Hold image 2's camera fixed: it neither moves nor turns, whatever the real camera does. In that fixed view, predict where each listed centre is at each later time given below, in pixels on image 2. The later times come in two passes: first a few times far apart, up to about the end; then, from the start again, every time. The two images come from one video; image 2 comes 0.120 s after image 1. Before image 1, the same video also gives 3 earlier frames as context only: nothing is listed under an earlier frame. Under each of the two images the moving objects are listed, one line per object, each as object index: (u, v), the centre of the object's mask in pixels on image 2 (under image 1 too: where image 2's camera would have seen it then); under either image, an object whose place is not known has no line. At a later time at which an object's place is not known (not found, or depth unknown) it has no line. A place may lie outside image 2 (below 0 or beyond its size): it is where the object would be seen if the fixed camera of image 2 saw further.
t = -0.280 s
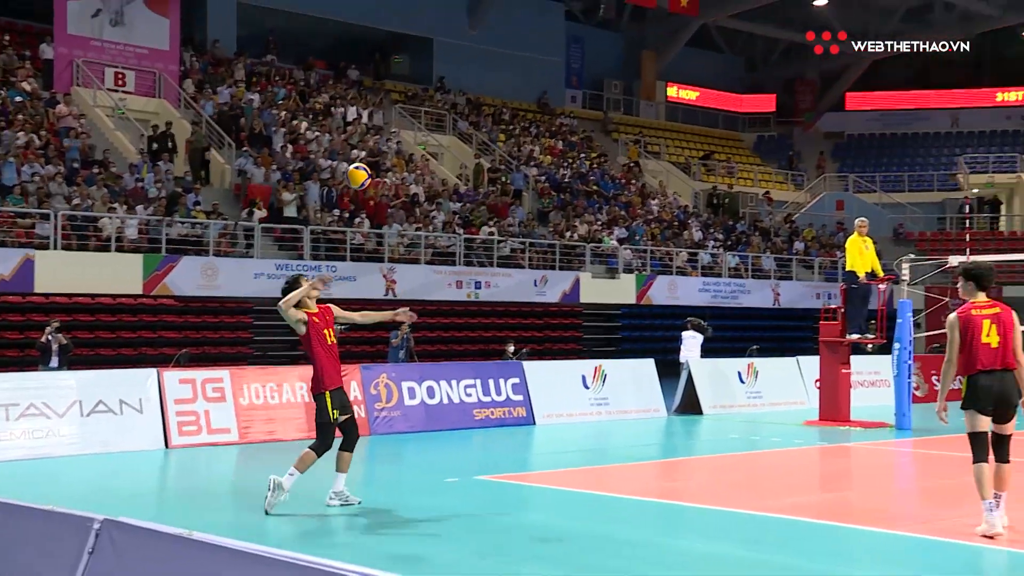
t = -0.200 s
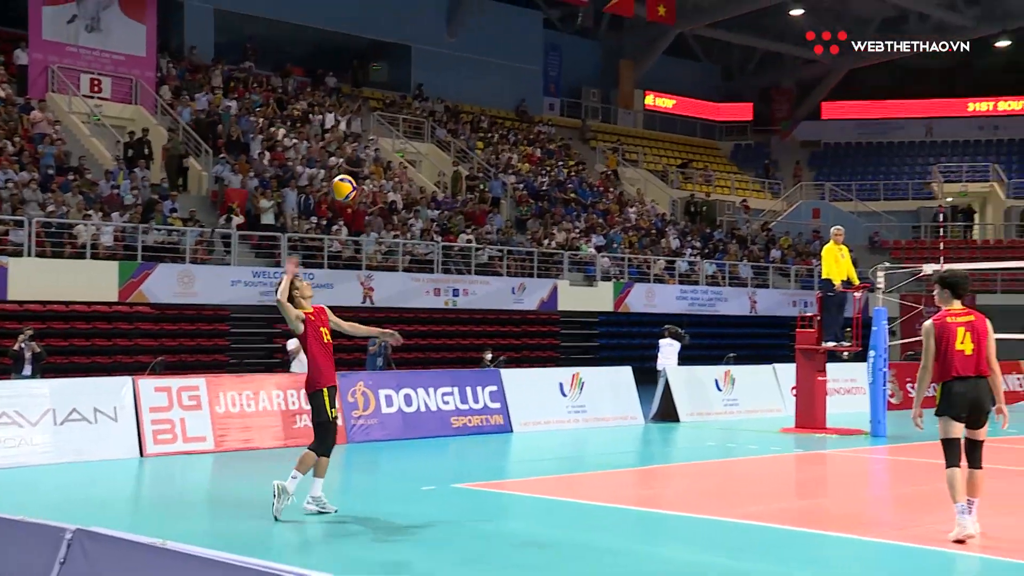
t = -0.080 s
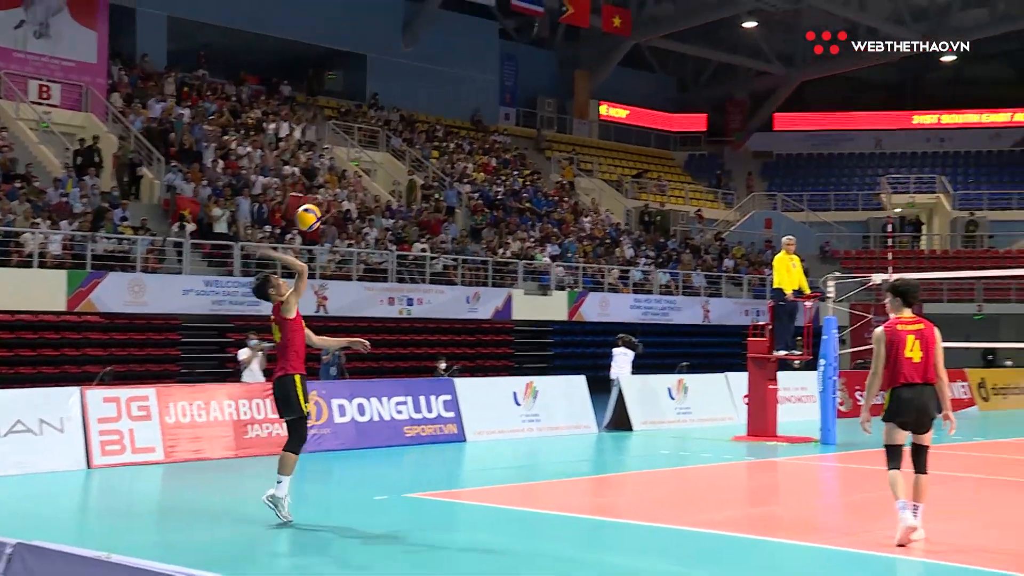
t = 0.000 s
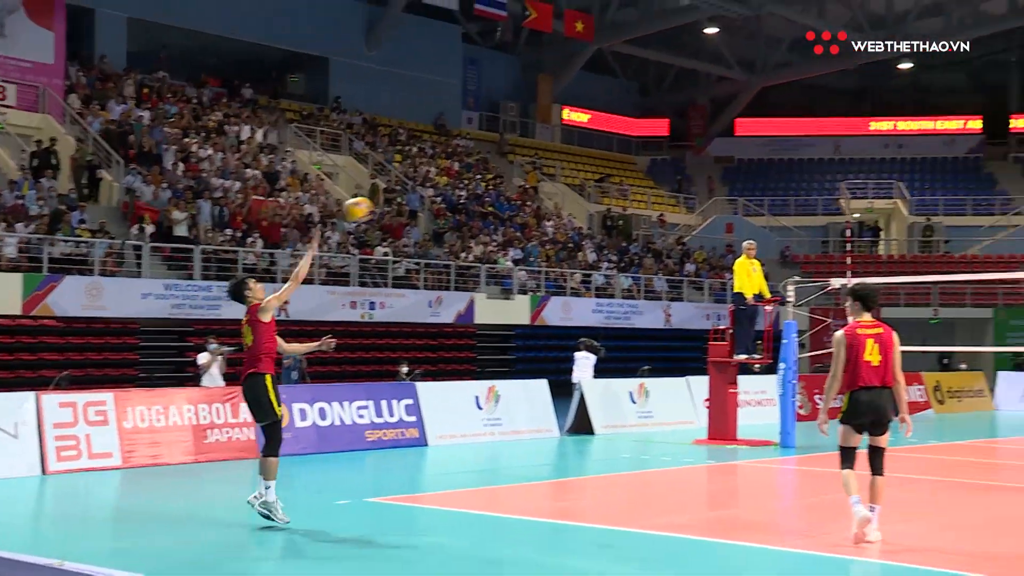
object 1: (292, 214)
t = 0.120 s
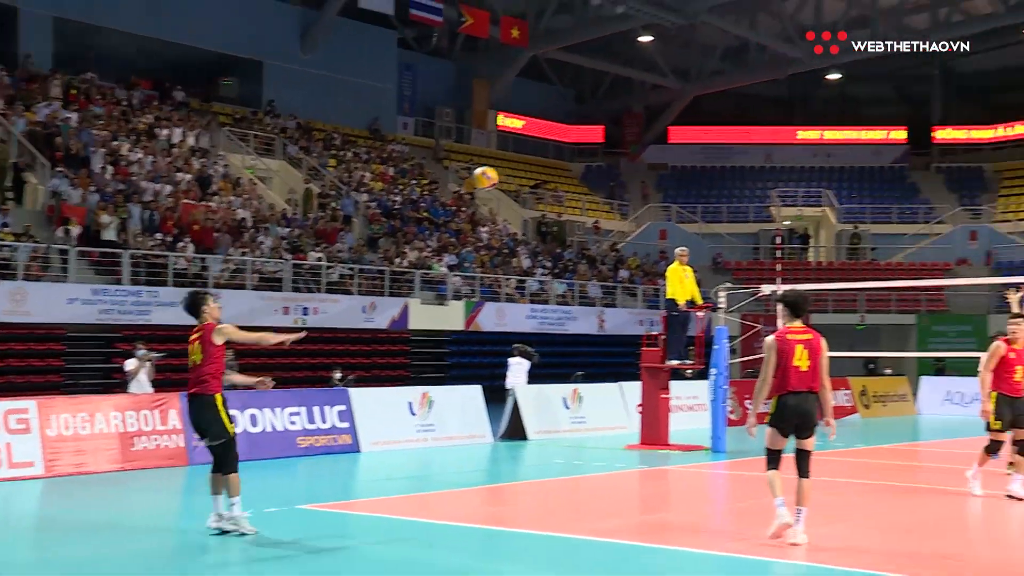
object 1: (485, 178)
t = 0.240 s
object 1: (647, 160)
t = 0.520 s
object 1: (946, 168)
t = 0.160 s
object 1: (542, 171)
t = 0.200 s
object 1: (596, 164)
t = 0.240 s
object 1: (647, 160)
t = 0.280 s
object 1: (696, 157)
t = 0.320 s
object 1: (742, 157)
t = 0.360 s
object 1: (786, 158)
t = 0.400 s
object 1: (829, 159)
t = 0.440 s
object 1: (869, 161)
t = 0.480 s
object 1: (908, 164)
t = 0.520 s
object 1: (946, 168)
